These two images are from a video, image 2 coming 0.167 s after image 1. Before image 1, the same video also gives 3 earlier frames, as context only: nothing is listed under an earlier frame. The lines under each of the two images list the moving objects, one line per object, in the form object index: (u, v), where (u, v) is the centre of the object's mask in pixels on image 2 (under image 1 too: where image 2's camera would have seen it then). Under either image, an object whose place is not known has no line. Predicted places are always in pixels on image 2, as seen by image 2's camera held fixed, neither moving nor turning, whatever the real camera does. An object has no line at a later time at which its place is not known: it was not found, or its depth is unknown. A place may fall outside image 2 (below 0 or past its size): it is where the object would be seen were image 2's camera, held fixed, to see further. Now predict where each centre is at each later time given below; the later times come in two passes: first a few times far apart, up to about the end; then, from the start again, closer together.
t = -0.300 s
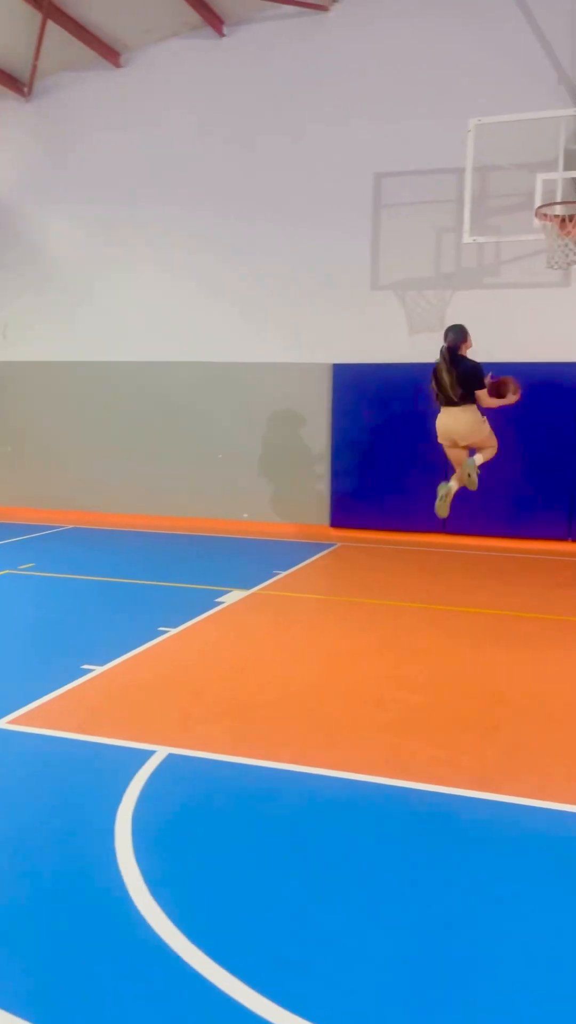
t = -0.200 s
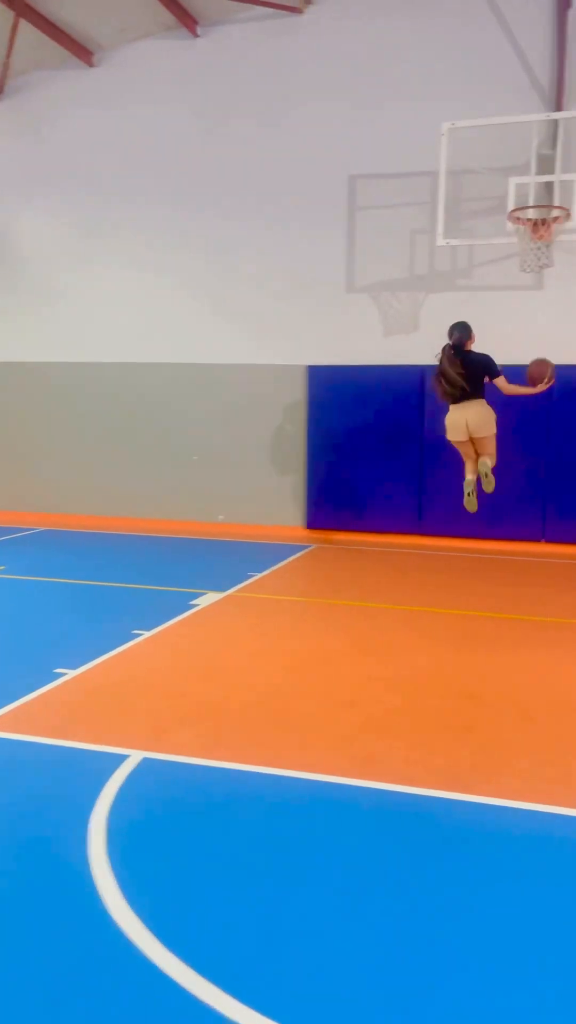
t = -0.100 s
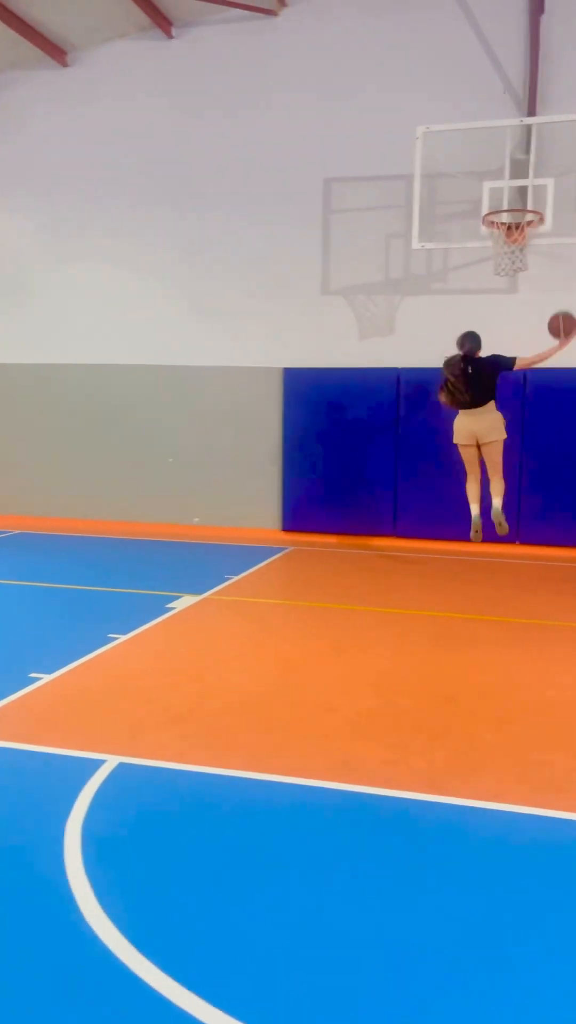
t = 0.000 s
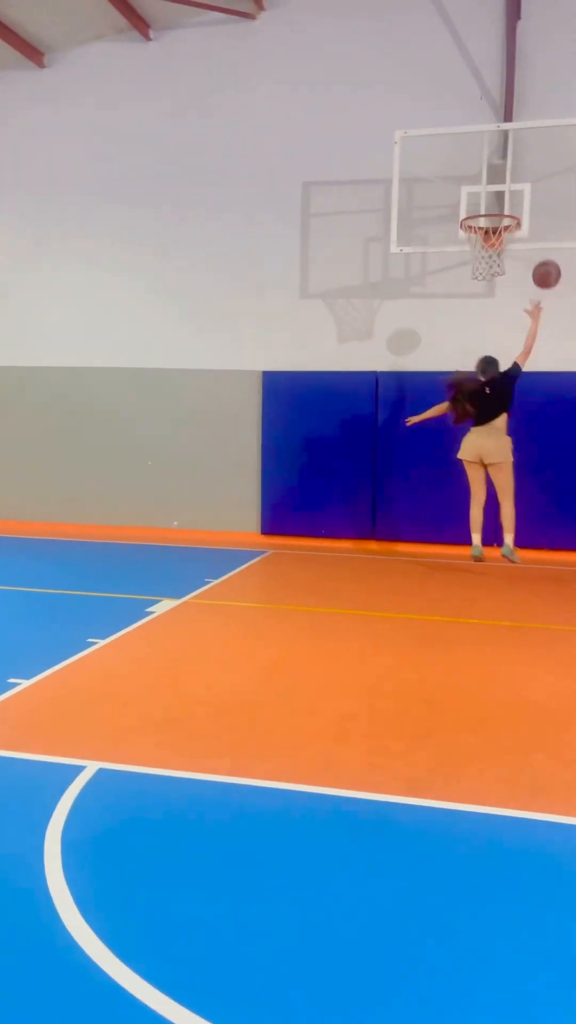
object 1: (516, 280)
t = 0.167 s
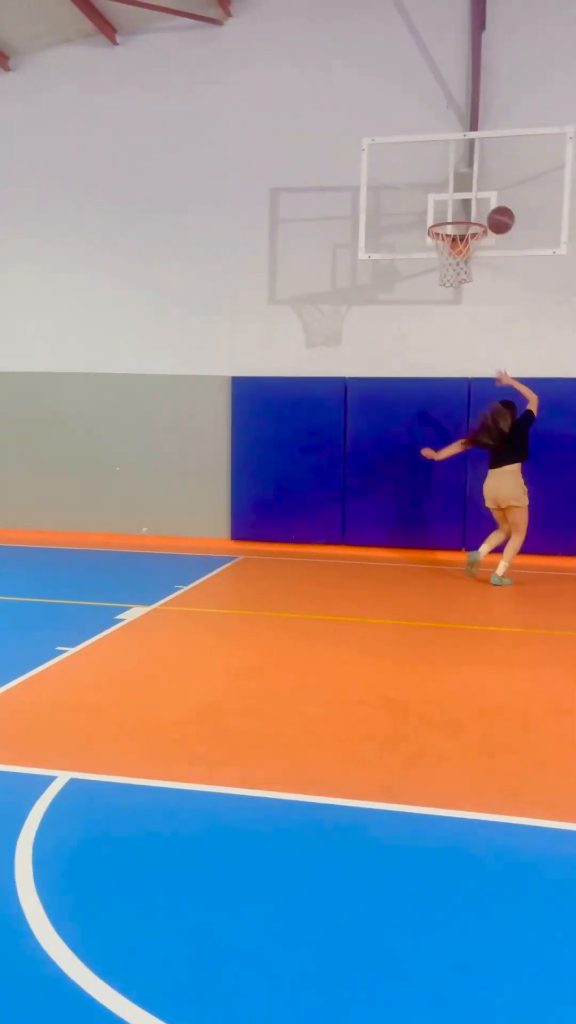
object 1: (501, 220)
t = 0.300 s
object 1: (489, 205)
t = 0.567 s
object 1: (457, 227)
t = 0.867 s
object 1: (442, 298)
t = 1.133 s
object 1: (436, 422)
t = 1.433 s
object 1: (437, 527)
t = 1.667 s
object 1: (458, 423)
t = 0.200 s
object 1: (498, 213)
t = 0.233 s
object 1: (494, 210)
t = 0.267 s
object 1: (492, 206)
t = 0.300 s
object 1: (489, 205)
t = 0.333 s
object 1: (485, 206)
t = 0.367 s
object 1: (483, 207)
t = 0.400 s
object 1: (479, 210)
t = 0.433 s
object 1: (477, 213)
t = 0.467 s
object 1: (473, 217)
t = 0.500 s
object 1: (468, 219)
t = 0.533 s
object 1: (463, 222)
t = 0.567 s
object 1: (457, 227)
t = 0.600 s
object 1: (453, 232)
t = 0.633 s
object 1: (451, 238)
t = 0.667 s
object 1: (447, 245)
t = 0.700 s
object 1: (446, 246)
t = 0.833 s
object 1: (443, 288)
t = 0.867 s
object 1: (442, 298)
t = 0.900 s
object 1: (442, 309)
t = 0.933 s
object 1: (441, 323)
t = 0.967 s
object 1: (440, 336)
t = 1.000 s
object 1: (440, 351)
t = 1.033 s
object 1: (439, 367)
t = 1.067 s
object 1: (437, 384)
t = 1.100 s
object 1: (437, 402)
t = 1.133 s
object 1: (436, 422)
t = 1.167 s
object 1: (434, 442)
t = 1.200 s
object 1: (434, 462)
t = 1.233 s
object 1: (433, 485)
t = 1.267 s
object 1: (433, 507)
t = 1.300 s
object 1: (431, 531)
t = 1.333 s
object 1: (430, 556)
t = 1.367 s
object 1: (430, 568)
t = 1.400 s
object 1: (433, 546)
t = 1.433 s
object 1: (437, 527)
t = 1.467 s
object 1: (440, 508)
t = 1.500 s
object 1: (442, 491)
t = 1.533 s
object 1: (446, 476)
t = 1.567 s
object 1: (448, 461)
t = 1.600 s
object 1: (451, 447)
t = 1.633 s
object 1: (455, 435)
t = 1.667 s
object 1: (458, 423)
